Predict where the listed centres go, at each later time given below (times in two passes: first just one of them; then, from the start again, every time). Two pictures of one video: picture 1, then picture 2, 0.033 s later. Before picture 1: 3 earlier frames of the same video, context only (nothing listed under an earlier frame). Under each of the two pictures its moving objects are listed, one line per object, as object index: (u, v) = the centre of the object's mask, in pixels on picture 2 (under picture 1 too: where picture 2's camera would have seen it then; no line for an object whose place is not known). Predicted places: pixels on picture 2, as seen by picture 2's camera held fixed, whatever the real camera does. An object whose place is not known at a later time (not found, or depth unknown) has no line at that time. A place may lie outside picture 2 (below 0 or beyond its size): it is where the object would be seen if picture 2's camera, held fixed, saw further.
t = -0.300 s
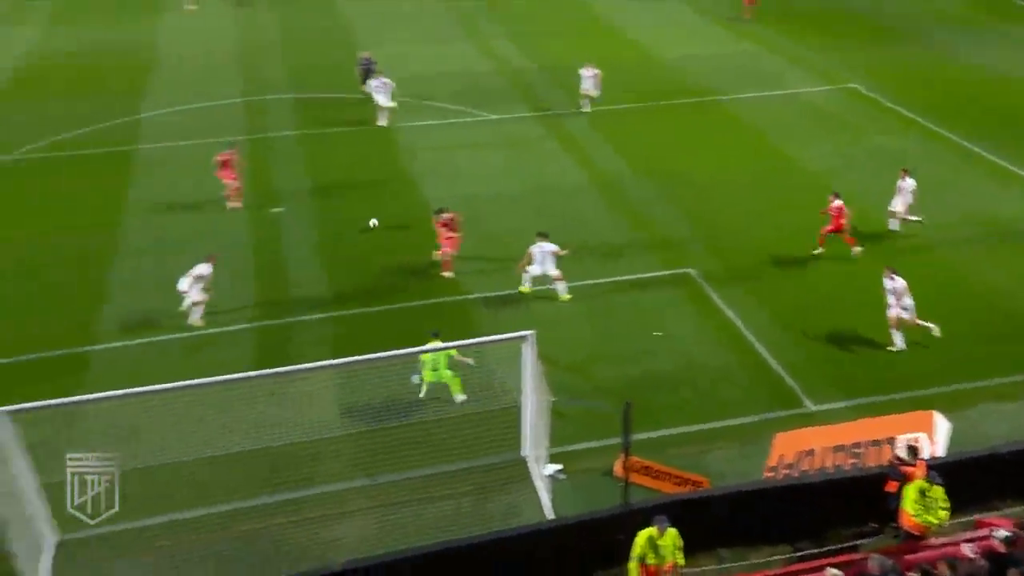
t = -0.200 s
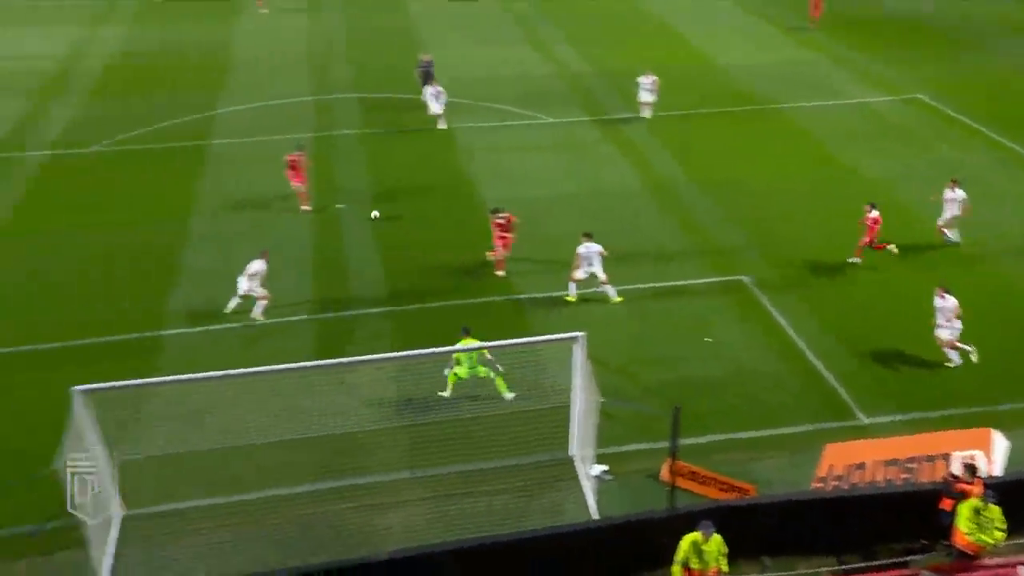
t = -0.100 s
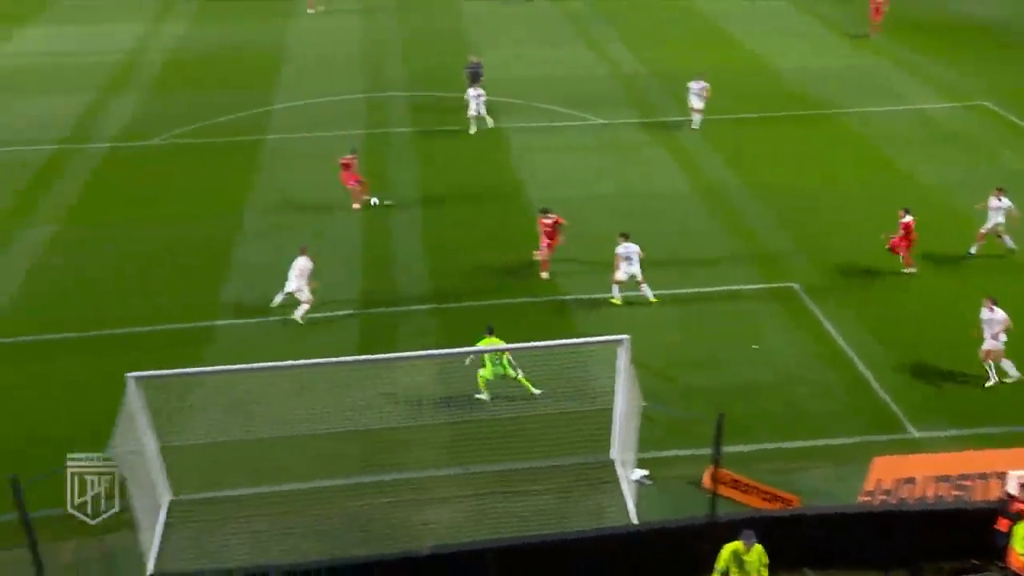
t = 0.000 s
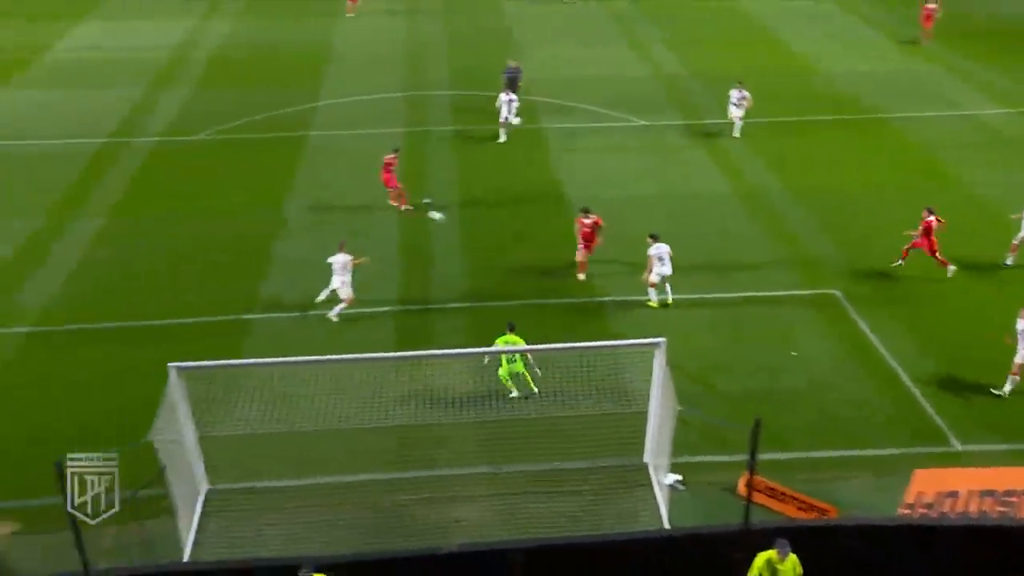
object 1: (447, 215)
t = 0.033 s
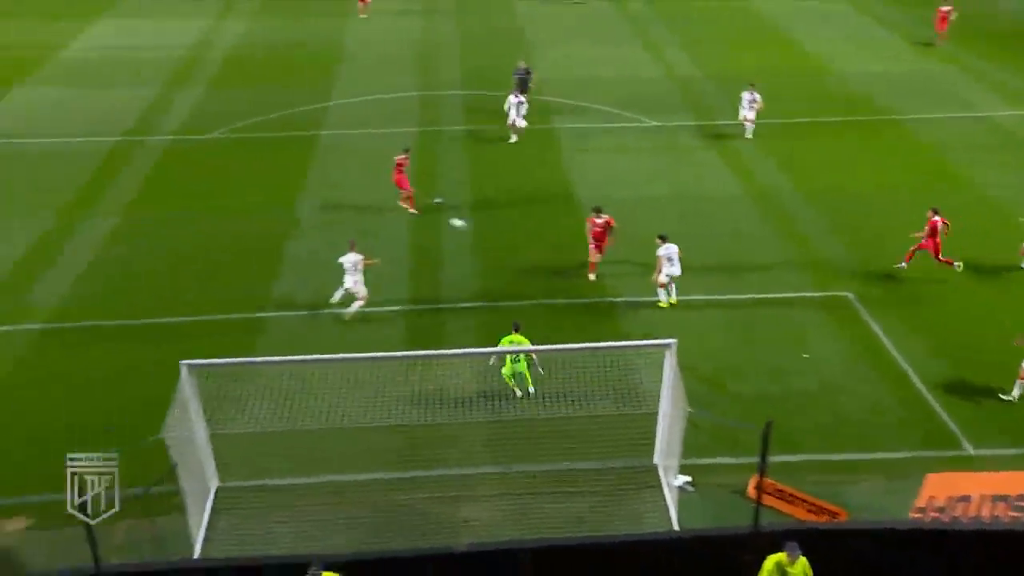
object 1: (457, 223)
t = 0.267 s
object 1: (538, 303)
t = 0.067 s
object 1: (468, 232)
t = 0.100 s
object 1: (479, 241)
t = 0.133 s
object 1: (490, 250)
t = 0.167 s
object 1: (501, 262)
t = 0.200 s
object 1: (514, 274)
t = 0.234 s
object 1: (526, 287)
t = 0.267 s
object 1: (538, 303)
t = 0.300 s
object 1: (551, 318)
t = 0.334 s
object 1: (564, 336)
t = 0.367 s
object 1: (579, 356)
